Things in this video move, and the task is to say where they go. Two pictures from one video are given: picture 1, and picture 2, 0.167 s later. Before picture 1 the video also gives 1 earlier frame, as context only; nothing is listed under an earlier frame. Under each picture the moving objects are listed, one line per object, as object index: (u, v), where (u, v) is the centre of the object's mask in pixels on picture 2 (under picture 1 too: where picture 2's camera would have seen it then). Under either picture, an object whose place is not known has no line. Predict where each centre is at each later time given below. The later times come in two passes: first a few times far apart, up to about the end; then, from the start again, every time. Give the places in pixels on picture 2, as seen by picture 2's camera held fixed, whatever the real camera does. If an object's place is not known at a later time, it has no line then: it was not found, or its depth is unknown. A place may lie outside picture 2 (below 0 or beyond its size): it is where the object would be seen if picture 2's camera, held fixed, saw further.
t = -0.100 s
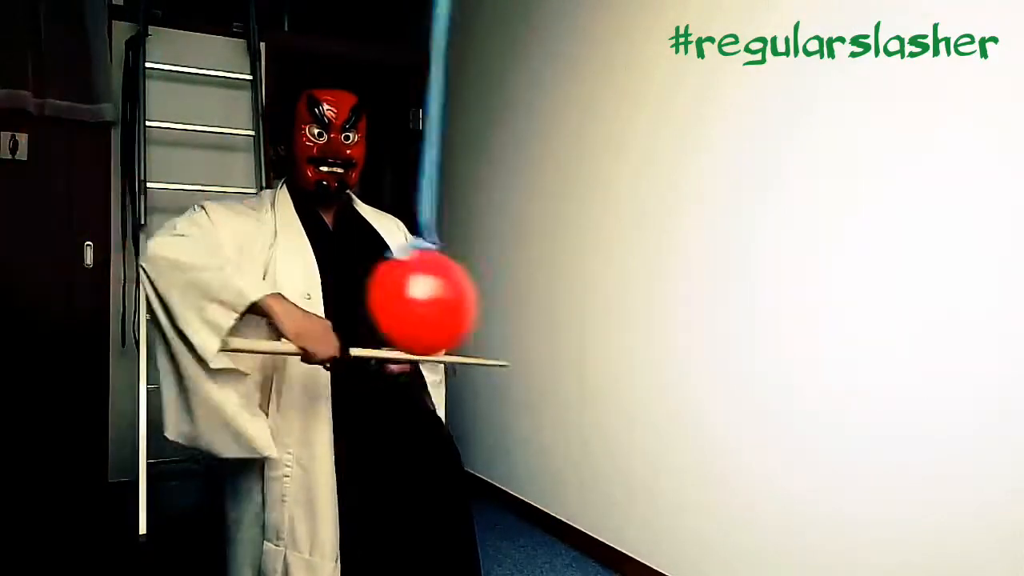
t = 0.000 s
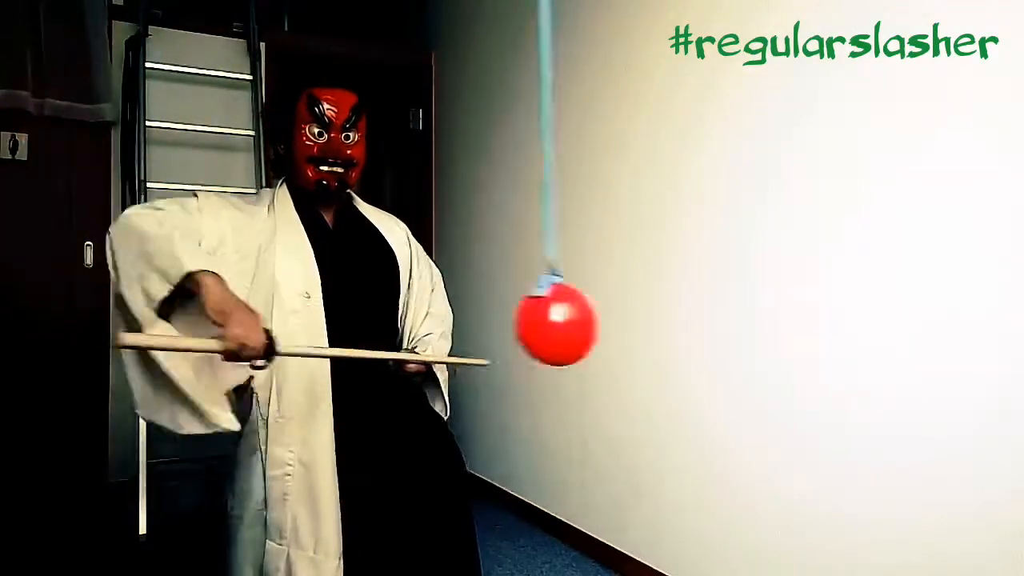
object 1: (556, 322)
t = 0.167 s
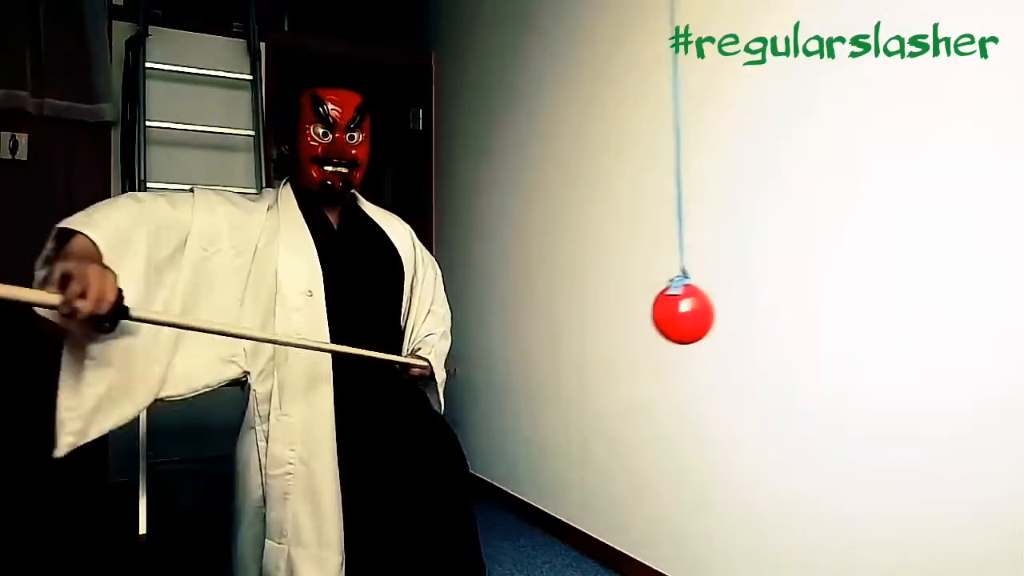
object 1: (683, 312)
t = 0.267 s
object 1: (729, 295)
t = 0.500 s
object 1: (790, 258)
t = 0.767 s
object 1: (804, 254)
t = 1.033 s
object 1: (774, 290)
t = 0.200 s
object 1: (700, 307)
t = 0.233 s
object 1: (715, 301)
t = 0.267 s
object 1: (729, 295)
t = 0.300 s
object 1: (741, 288)
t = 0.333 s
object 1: (752, 283)
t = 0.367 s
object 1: (762, 277)
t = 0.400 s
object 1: (770, 271)
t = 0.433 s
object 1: (778, 266)
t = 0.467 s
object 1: (785, 261)
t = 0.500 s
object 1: (790, 258)
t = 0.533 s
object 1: (795, 254)
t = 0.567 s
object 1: (799, 251)
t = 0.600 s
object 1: (802, 250)
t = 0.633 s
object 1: (804, 249)
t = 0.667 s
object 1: (805, 249)
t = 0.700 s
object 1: (806, 250)
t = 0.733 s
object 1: (805, 252)
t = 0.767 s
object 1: (804, 254)
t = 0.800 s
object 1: (803, 257)
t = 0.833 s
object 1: (801, 260)
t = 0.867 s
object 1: (798, 264)
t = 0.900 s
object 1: (795, 269)
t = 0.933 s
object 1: (792, 273)
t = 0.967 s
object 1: (787, 278)
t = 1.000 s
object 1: (781, 284)
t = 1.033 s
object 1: (774, 290)
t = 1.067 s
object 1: (766, 295)
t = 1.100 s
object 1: (758, 300)
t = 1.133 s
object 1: (747, 305)
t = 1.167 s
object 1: (734, 311)
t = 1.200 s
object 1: (720, 315)
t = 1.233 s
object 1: (703, 318)
